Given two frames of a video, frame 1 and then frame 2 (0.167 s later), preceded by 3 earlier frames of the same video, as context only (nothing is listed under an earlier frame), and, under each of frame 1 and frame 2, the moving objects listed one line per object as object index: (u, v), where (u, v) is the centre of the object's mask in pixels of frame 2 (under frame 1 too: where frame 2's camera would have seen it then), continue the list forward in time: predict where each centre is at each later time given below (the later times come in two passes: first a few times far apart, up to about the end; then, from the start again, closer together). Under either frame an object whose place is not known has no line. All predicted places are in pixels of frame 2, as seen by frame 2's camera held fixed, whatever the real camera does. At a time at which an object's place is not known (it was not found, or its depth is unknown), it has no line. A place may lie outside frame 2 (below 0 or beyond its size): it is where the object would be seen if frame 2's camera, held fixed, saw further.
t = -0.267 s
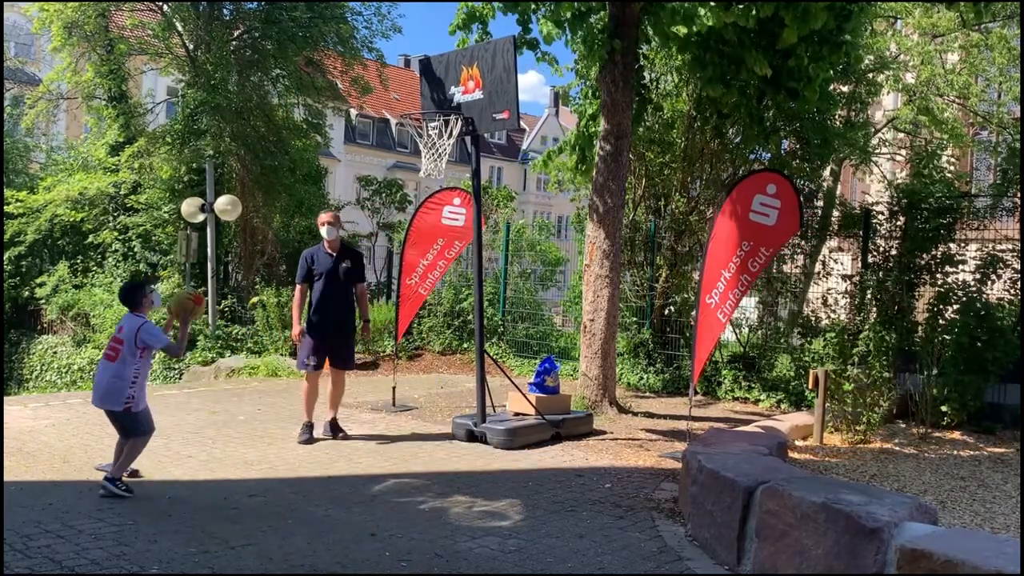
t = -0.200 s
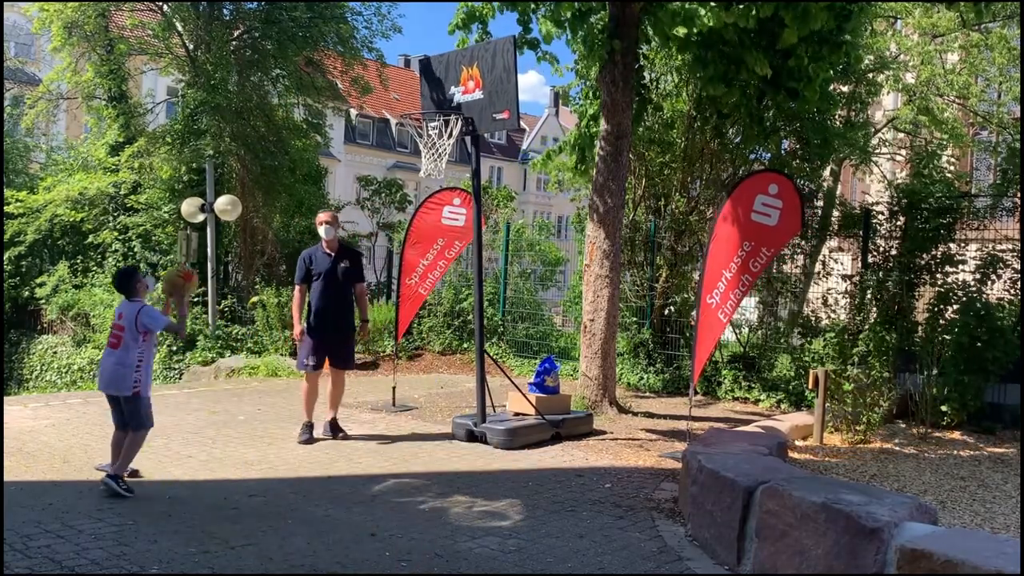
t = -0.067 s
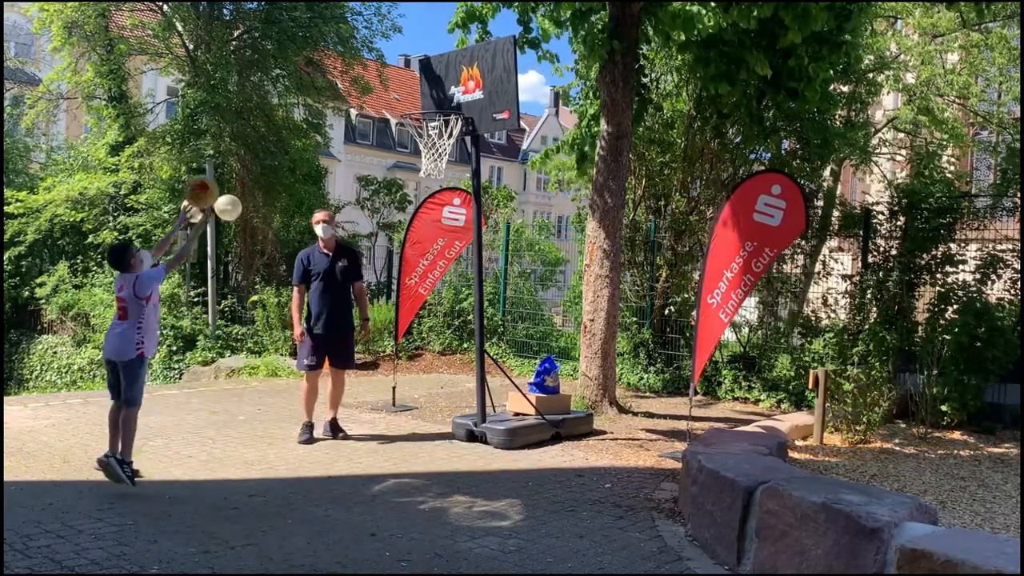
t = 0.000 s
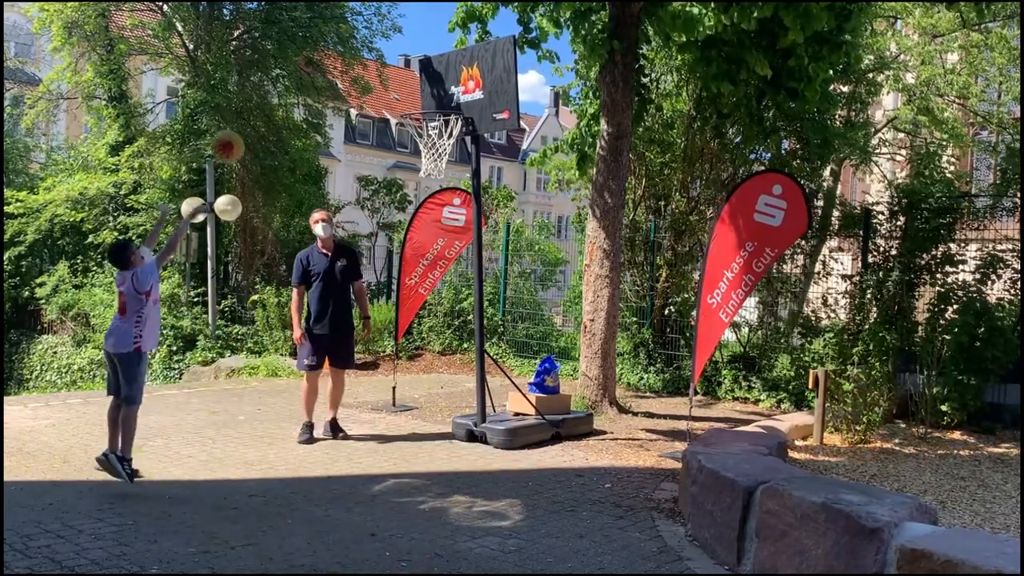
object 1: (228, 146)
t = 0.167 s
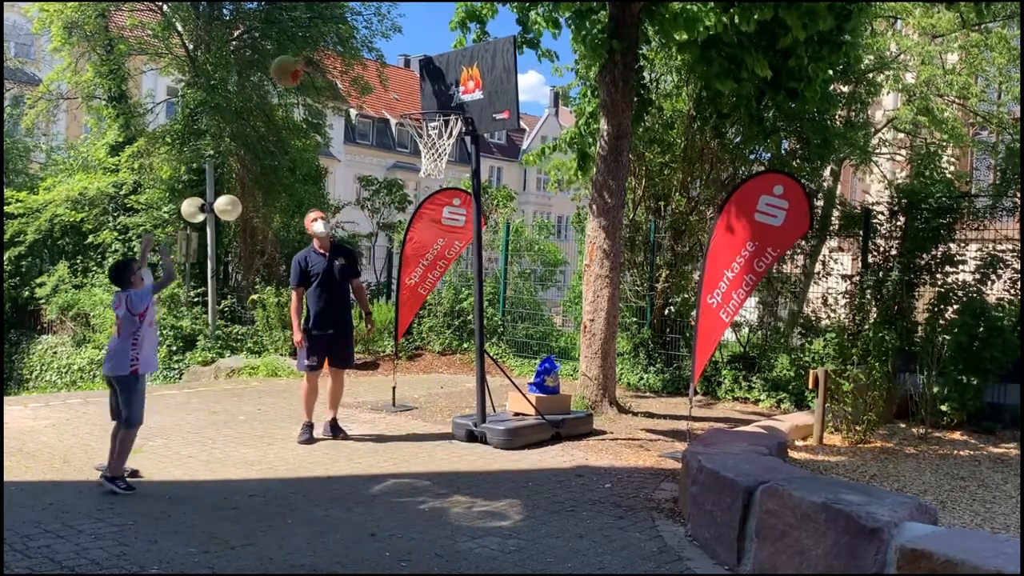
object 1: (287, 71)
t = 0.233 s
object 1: (308, 54)
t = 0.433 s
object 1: (367, 44)
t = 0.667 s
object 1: (426, 99)
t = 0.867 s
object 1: (439, 85)
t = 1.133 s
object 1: (436, 122)
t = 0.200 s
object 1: (297, 62)
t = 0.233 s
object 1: (308, 54)
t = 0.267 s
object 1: (318, 49)
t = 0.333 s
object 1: (338, 42)
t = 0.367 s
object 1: (348, 41)
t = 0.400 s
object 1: (358, 42)
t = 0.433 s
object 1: (367, 44)
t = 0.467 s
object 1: (377, 48)
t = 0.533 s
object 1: (395, 60)
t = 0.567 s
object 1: (403, 68)
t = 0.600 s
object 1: (411, 78)
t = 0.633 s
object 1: (419, 89)
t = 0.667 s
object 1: (426, 99)
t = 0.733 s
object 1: (431, 89)
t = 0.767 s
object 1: (433, 86)
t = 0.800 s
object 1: (435, 84)
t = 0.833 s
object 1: (437, 84)
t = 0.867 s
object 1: (439, 85)
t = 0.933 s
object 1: (444, 92)
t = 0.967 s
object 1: (446, 97)
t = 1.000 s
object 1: (447, 102)
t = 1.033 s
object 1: (448, 104)
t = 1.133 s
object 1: (436, 122)
